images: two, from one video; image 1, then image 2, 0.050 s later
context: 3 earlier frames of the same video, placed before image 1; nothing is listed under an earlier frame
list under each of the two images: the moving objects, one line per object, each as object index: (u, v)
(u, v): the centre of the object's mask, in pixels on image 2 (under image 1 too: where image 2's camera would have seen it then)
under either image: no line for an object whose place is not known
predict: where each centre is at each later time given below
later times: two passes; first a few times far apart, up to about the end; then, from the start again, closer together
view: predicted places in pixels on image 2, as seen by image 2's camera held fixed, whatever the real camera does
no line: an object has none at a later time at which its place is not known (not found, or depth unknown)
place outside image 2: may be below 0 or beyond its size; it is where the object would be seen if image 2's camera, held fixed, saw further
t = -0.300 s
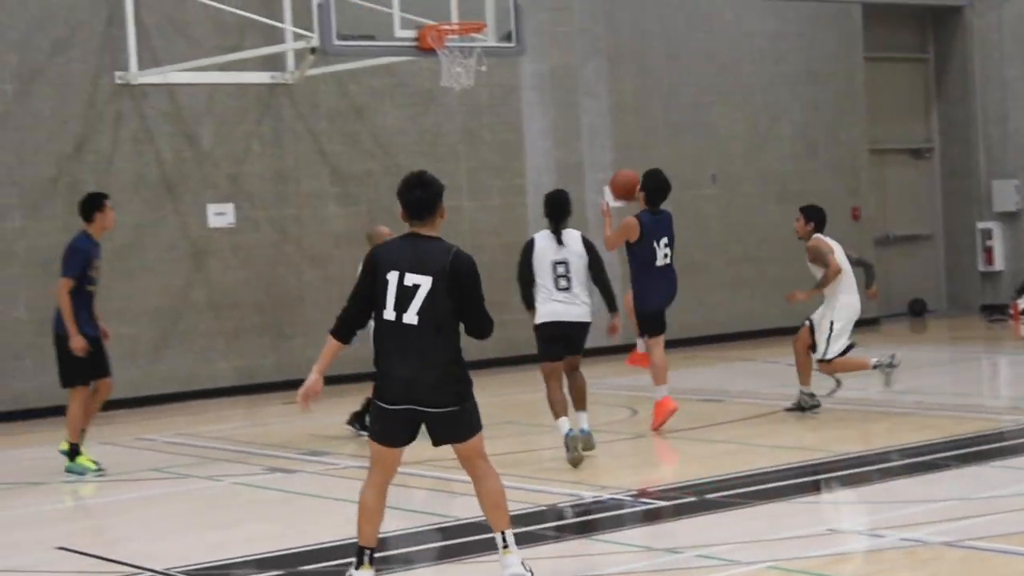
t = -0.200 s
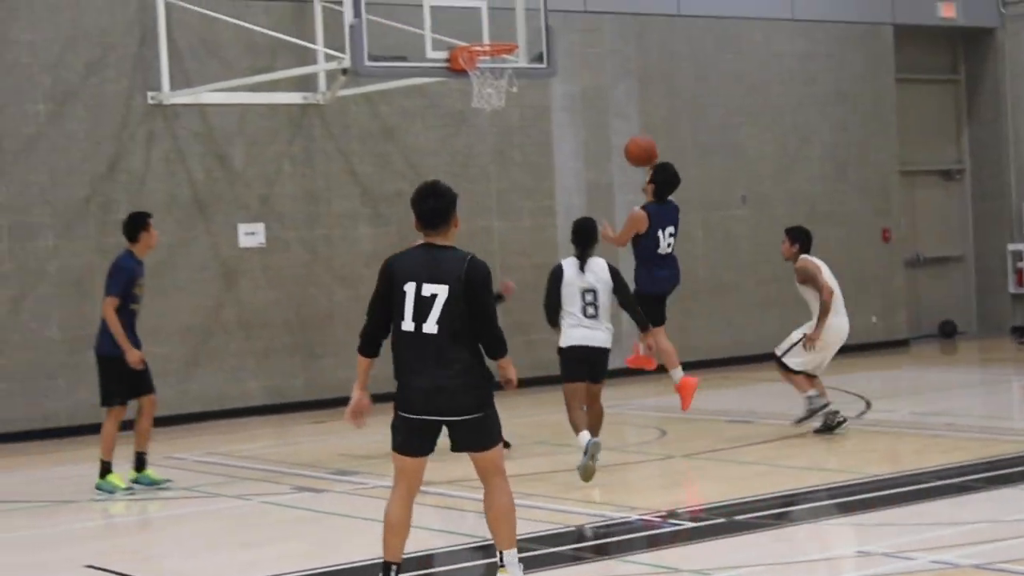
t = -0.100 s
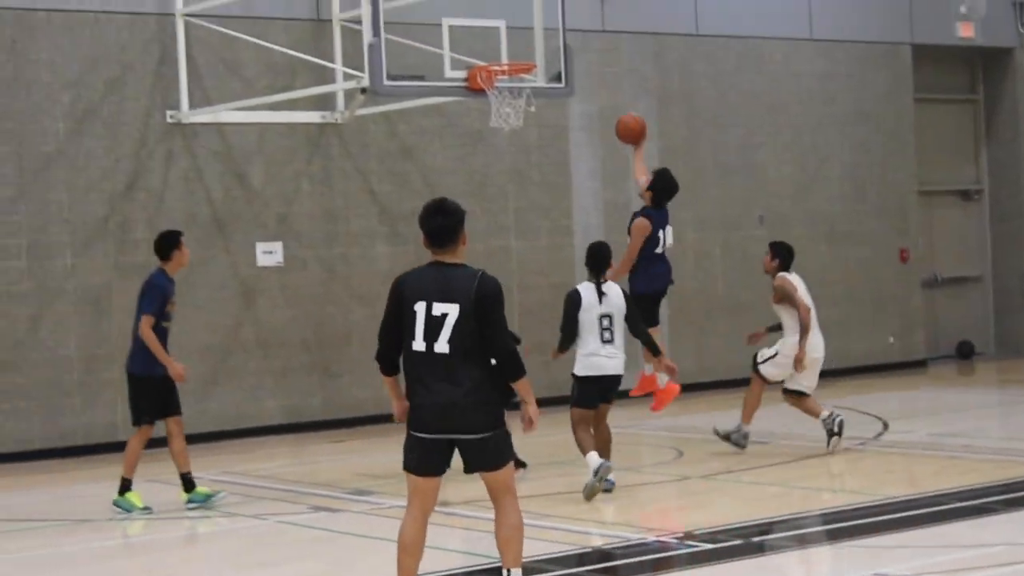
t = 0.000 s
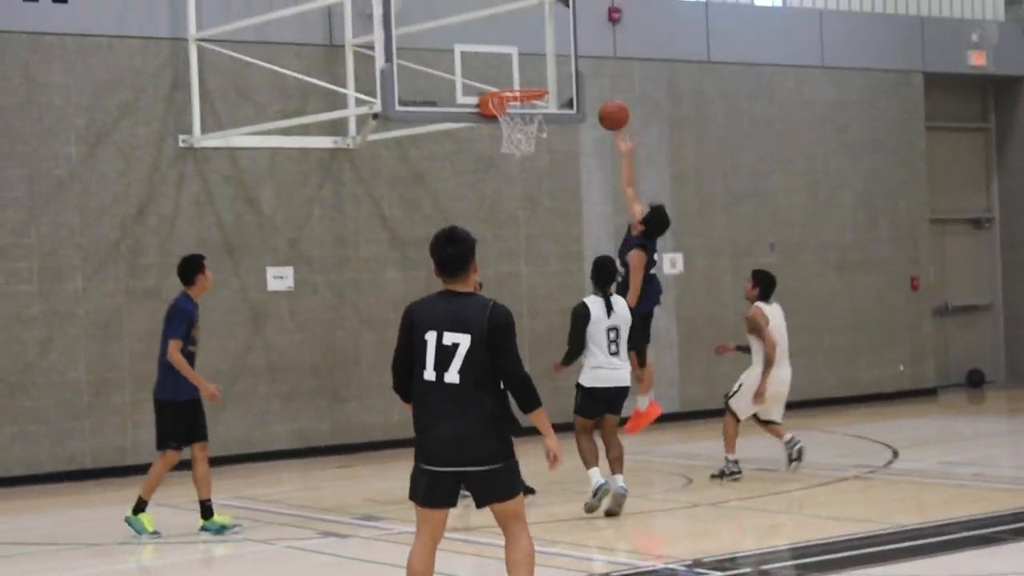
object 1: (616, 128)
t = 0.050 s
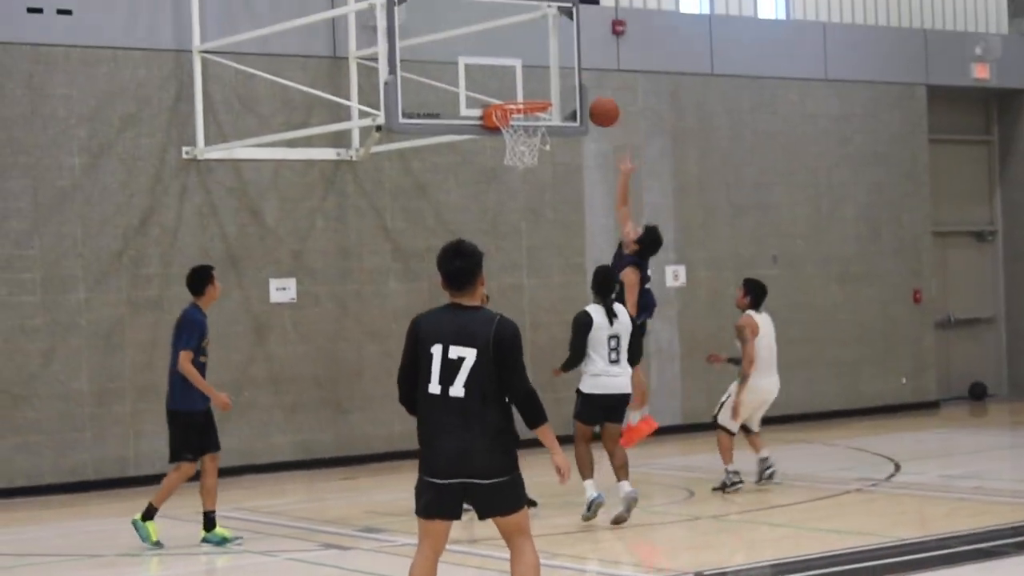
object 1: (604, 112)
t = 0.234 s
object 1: (559, 83)
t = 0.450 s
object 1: (515, 94)
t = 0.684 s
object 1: (528, 96)
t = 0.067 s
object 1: (600, 107)
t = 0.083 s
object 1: (596, 104)
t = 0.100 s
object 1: (592, 100)
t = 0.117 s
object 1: (587, 97)
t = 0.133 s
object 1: (583, 94)
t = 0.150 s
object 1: (579, 92)
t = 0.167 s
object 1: (576, 89)
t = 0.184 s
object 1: (571, 86)
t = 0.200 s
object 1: (567, 85)
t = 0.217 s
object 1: (563, 84)
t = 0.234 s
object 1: (559, 83)
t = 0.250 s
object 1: (555, 82)
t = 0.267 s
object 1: (551, 82)
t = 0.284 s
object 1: (547, 82)
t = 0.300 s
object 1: (543, 81)
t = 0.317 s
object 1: (539, 82)
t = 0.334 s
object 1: (536, 84)
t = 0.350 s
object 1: (532, 85)
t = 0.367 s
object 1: (527, 87)
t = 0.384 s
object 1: (524, 89)
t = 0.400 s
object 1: (520, 90)
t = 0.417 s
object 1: (516, 93)
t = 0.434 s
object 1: (514, 93)
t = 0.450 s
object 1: (515, 94)
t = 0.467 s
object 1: (516, 94)
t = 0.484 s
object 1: (517, 93)
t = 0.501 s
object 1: (518, 92)
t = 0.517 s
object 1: (519, 92)
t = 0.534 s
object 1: (520, 91)
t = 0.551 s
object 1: (520, 91)
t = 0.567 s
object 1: (521, 91)
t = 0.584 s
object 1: (522, 91)
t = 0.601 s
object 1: (523, 92)
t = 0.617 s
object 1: (524, 92)
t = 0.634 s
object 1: (525, 93)
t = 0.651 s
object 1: (526, 94)
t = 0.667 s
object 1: (527, 95)
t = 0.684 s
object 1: (528, 96)
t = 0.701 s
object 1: (530, 101)
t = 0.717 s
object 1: (532, 106)
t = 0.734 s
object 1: (533, 111)
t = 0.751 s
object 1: (534, 114)
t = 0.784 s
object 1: (536, 123)
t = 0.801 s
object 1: (537, 126)
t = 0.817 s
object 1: (538, 130)
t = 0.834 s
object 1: (538, 135)
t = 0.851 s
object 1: (538, 137)
